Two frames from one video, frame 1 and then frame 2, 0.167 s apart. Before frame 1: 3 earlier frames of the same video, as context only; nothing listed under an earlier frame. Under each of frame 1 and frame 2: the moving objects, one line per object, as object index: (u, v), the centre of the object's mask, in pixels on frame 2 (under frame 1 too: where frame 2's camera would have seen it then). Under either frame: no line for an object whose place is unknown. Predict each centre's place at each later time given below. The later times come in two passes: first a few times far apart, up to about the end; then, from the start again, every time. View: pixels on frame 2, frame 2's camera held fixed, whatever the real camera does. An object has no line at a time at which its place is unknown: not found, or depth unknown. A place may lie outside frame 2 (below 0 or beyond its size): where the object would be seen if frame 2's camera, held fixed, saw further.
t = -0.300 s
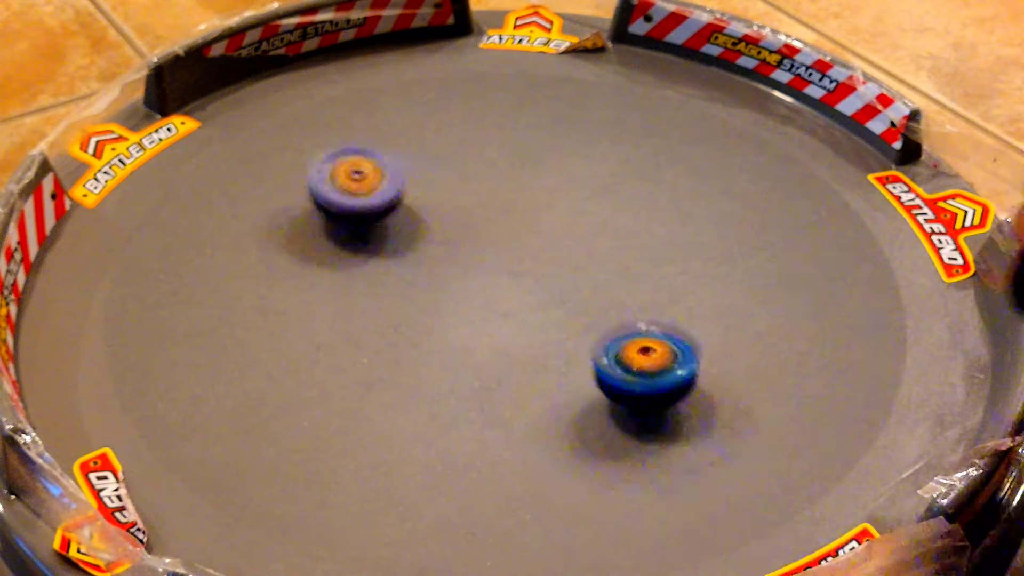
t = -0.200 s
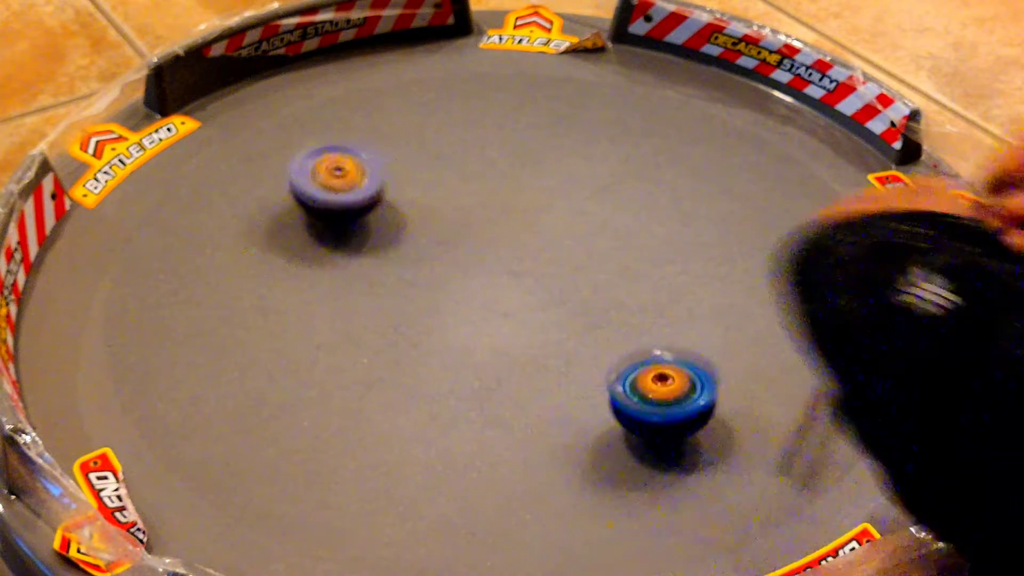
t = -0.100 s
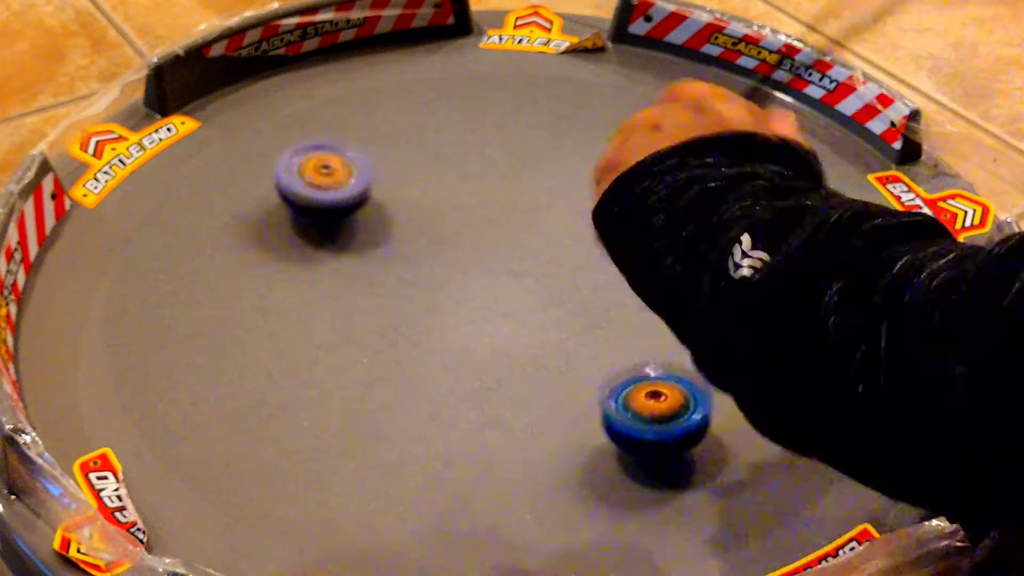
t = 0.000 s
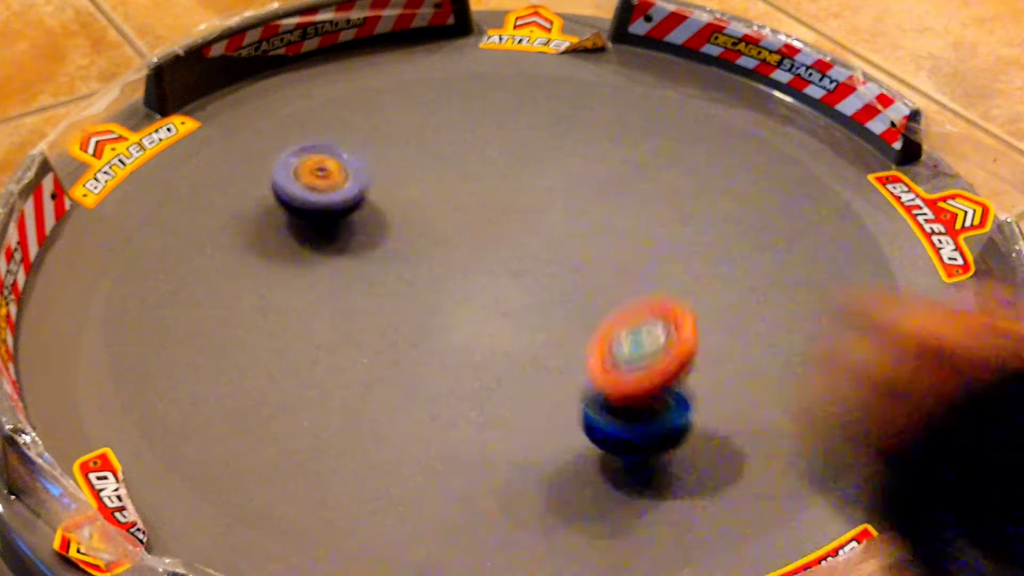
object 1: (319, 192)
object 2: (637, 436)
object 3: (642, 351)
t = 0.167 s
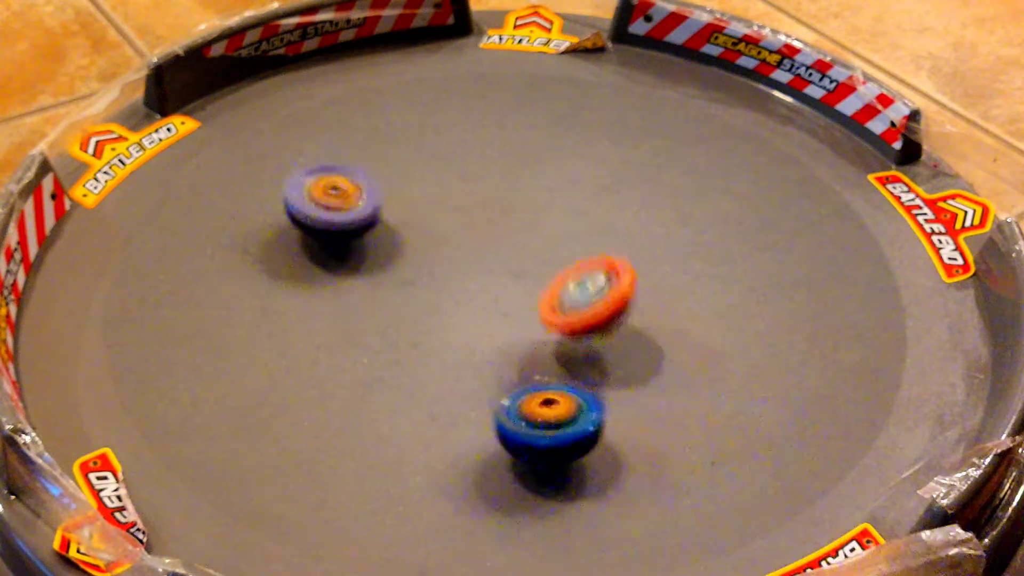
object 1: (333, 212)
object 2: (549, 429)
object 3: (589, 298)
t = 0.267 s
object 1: (344, 232)
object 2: (537, 413)
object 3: (546, 267)
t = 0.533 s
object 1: (208, 321)
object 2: (601, 363)
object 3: (596, 195)
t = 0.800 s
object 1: (107, 344)
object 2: (676, 317)
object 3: (721, 168)
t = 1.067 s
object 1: (103, 361)
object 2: (695, 280)
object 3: (609, 224)
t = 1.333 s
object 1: (184, 380)
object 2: (654, 247)
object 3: (475, 282)
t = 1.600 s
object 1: (337, 379)
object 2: (599, 229)
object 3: (432, 287)
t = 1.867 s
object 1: (388, 441)
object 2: (741, 125)
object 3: (374, 217)
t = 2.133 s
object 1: (410, 533)
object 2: (759, 178)
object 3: (275, 53)
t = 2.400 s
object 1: (512, 536)
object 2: (673, 282)
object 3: (320, 146)
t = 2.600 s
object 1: (572, 492)
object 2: (589, 344)
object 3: (390, 231)
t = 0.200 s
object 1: (336, 217)
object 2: (541, 424)
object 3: (575, 280)
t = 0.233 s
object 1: (339, 223)
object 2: (537, 420)
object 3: (561, 279)
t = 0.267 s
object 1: (344, 232)
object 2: (537, 413)
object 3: (546, 267)
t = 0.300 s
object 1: (351, 239)
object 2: (541, 407)
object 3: (529, 260)
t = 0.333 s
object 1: (355, 247)
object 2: (546, 399)
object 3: (512, 250)
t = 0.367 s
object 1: (359, 255)
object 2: (553, 392)
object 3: (493, 245)
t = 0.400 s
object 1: (365, 265)
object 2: (561, 386)
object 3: (475, 243)
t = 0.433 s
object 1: (352, 273)
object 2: (571, 381)
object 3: (475, 237)
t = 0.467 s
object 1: (299, 292)
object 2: (581, 374)
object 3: (518, 221)
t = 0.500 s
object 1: (251, 309)
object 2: (590, 368)
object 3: (559, 210)
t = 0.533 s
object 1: (208, 321)
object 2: (601, 363)
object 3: (596, 195)
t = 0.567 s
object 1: (172, 331)
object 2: (610, 358)
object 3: (628, 189)
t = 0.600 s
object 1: (145, 339)
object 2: (619, 352)
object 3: (657, 179)
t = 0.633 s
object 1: (125, 341)
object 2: (627, 347)
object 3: (682, 170)
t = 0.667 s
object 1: (115, 344)
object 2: (636, 340)
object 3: (700, 167)
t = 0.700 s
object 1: (109, 344)
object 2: (645, 335)
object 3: (714, 163)
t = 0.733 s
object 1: (108, 344)
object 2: (656, 328)
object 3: (722, 165)
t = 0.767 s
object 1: (107, 344)
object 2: (666, 320)
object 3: (723, 165)
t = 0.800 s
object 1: (107, 344)
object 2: (676, 317)
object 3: (721, 168)
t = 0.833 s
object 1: (107, 345)
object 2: (683, 312)
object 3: (713, 175)
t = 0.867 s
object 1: (105, 346)
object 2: (688, 304)
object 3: (703, 178)
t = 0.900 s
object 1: (104, 348)
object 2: (692, 302)
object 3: (690, 185)
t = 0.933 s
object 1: (102, 350)
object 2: (694, 297)
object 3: (675, 194)
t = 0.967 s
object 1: (101, 353)
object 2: (695, 294)
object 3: (659, 202)
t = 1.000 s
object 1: (102, 355)
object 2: (696, 289)
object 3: (641, 211)
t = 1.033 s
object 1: (102, 358)
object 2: (695, 286)
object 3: (625, 217)
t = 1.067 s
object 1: (103, 361)
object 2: (695, 280)
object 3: (609, 224)
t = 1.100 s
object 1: (105, 366)
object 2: (692, 276)
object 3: (593, 233)
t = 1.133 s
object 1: (109, 361)
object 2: (689, 270)
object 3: (575, 241)
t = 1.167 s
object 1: (113, 371)
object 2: (685, 266)
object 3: (558, 249)
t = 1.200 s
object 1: (119, 374)
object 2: (680, 262)
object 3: (540, 257)
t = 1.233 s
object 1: (131, 369)
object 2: (675, 257)
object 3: (523, 264)
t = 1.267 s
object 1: (144, 379)
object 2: (668, 253)
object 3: (506, 271)
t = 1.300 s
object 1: (163, 381)
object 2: (661, 250)
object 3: (490, 277)
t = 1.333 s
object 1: (184, 380)
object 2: (654, 247)
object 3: (475, 282)
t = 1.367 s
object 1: (205, 380)
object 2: (647, 245)
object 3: (463, 285)
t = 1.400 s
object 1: (227, 380)
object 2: (640, 241)
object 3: (451, 289)
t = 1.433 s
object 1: (251, 378)
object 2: (632, 240)
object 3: (441, 293)
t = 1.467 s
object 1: (273, 376)
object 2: (625, 236)
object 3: (432, 299)
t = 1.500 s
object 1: (298, 374)
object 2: (618, 234)
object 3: (424, 303)
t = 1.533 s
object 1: (322, 374)
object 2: (611, 232)
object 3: (416, 305)
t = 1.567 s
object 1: (341, 372)
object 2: (605, 230)
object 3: (414, 303)
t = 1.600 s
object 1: (337, 379)
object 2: (599, 229)
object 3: (432, 287)
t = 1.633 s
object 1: (338, 384)
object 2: (592, 227)
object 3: (453, 278)
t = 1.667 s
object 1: (342, 384)
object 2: (586, 226)
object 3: (474, 269)
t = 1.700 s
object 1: (350, 383)
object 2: (580, 225)
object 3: (495, 257)
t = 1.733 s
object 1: (364, 378)
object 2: (595, 214)
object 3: (491, 260)
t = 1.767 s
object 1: (377, 372)
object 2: (639, 189)
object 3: (450, 277)
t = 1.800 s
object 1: (389, 370)
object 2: (680, 164)
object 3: (412, 286)
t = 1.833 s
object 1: (389, 402)
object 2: (712, 146)
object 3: (391, 255)
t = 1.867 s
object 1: (388, 441)
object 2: (741, 125)
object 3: (374, 217)
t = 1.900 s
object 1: (391, 472)
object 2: (765, 117)
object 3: (357, 188)
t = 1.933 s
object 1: (395, 494)
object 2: (787, 111)
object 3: (343, 158)
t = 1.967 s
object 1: (397, 512)
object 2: (791, 111)
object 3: (330, 132)
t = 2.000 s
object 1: (399, 520)
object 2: (785, 123)
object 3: (316, 111)
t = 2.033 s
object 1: (401, 525)
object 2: (779, 135)
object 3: (303, 89)
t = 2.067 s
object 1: (403, 529)
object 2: (773, 148)
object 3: (290, 72)
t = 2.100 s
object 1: (406, 532)
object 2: (767, 162)
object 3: (277, 60)
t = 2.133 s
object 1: (410, 533)
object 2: (759, 178)
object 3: (275, 53)
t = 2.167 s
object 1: (415, 538)
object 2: (750, 195)
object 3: (278, 62)
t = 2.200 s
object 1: (427, 539)
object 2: (741, 210)
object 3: (282, 72)
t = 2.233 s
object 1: (442, 540)
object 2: (731, 223)
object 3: (285, 80)
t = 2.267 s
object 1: (456, 541)
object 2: (720, 235)
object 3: (291, 91)
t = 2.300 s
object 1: (470, 541)
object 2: (710, 248)
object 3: (297, 102)
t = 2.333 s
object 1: (484, 540)
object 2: (699, 260)
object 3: (304, 117)
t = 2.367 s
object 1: (499, 539)
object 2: (687, 271)
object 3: (312, 132)
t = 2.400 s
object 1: (512, 536)
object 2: (673, 282)
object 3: (320, 146)
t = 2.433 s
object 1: (523, 534)
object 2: (659, 293)
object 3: (330, 163)
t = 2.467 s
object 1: (534, 530)
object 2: (647, 303)
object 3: (339, 179)
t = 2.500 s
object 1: (544, 524)
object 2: (634, 312)
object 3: (349, 193)
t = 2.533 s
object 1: (553, 517)
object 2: (620, 322)
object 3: (359, 207)
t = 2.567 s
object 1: (564, 502)
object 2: (605, 333)
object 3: (375, 220)
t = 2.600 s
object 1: (572, 492)
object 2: (589, 344)
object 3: (390, 231)
